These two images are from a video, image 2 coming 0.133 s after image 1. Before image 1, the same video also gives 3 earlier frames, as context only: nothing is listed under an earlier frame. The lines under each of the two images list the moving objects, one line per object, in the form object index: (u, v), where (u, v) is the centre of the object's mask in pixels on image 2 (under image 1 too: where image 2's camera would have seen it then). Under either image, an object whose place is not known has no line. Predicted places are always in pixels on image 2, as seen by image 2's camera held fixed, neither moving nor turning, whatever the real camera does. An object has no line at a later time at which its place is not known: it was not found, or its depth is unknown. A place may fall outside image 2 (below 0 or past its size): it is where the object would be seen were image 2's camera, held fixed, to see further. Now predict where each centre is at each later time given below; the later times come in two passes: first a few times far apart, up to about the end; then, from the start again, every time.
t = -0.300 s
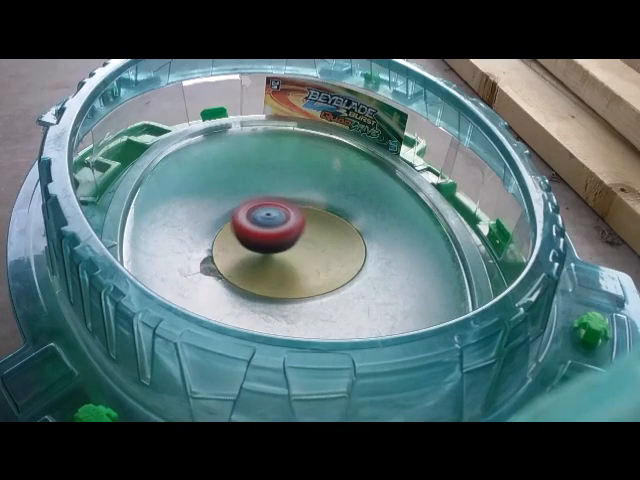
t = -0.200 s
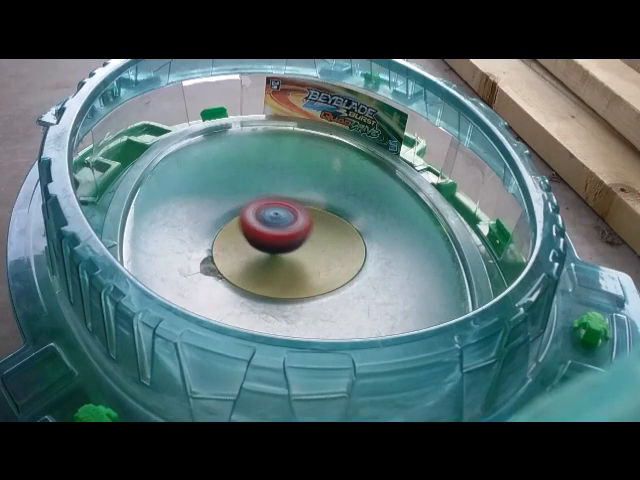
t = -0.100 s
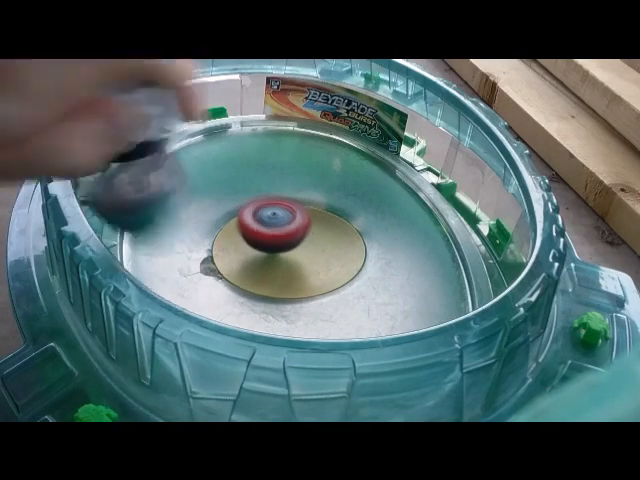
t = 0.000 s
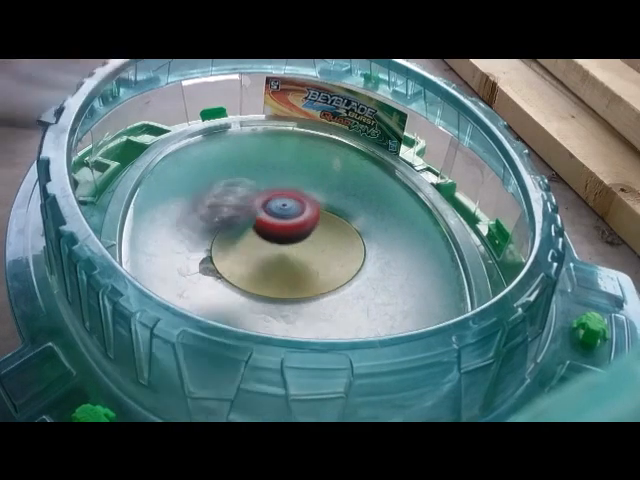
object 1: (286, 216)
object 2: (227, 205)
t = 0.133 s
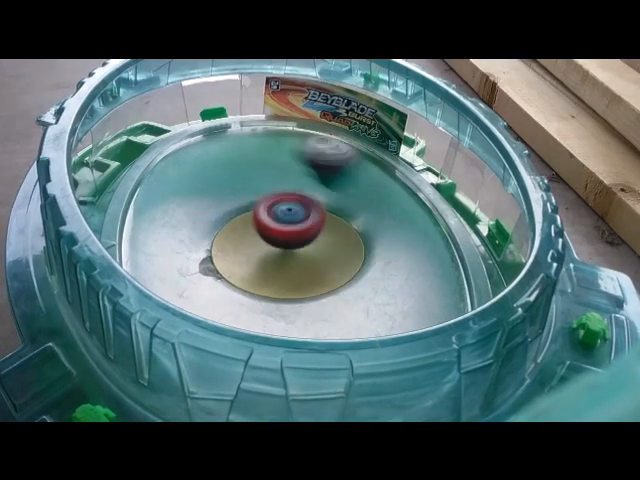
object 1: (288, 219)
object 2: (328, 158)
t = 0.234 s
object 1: (288, 216)
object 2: (351, 118)
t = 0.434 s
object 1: (293, 217)
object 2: (290, 95)
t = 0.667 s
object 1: (295, 214)
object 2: (216, 127)
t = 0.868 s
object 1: (298, 218)
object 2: (155, 196)
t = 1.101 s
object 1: (292, 226)
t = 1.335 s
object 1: (291, 231)
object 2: (427, 314)
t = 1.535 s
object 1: (283, 229)
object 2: (434, 242)
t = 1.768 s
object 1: (292, 231)
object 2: (321, 152)
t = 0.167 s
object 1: (287, 217)
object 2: (343, 156)
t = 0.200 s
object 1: (287, 216)
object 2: (348, 130)
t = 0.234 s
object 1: (288, 216)
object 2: (351, 118)
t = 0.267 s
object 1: (292, 217)
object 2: (351, 117)
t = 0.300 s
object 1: (295, 217)
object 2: (346, 112)
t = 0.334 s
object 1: (296, 218)
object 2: (336, 108)
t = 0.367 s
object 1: (295, 218)
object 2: (322, 103)
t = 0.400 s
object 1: (294, 217)
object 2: (305, 98)
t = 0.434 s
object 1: (293, 217)
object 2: (290, 95)
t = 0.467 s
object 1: (294, 216)
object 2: (281, 94)
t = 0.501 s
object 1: (295, 215)
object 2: (275, 95)
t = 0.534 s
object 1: (295, 215)
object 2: (267, 100)
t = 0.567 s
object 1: (295, 214)
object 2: (259, 111)
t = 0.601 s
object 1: (295, 214)
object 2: (246, 115)
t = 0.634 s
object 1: (295, 214)
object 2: (230, 121)
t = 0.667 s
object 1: (295, 214)
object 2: (216, 127)
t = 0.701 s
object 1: (294, 214)
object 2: (202, 135)
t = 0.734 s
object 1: (294, 214)
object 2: (189, 144)
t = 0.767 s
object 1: (294, 215)
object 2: (177, 154)
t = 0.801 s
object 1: (296, 215)
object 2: (167, 165)
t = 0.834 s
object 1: (297, 216)
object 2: (160, 179)
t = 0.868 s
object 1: (298, 218)
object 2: (155, 196)
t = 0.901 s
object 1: (299, 220)
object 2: (154, 214)
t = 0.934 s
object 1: (298, 223)
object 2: (157, 235)
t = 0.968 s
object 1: (297, 224)
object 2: (162, 254)
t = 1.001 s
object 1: (296, 225)
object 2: (176, 275)
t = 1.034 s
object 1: (294, 225)
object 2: (198, 294)
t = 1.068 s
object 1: (293, 226)
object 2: (233, 313)
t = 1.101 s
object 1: (292, 226)
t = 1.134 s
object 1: (292, 226)
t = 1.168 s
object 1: (291, 226)
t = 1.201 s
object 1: (291, 226)
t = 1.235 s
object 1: (292, 227)
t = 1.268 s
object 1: (293, 229)
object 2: (403, 327)
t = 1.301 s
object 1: (292, 230)
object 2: (417, 320)
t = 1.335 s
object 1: (291, 231)
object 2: (427, 314)
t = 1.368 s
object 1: (289, 230)
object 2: (439, 306)
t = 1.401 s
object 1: (286, 231)
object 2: (451, 295)
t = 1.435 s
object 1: (284, 231)
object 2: (454, 286)
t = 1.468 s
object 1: (282, 231)
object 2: (451, 272)
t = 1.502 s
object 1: (282, 230)
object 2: (443, 257)
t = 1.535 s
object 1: (283, 229)
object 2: (434, 242)
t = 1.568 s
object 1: (285, 228)
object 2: (424, 226)
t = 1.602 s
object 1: (288, 228)
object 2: (412, 211)
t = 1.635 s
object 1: (290, 229)
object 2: (395, 197)
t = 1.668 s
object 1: (292, 230)
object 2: (379, 181)
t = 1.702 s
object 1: (294, 230)
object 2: (362, 171)
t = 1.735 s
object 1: (294, 231)
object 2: (341, 161)
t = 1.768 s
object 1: (292, 231)
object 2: (321, 152)
